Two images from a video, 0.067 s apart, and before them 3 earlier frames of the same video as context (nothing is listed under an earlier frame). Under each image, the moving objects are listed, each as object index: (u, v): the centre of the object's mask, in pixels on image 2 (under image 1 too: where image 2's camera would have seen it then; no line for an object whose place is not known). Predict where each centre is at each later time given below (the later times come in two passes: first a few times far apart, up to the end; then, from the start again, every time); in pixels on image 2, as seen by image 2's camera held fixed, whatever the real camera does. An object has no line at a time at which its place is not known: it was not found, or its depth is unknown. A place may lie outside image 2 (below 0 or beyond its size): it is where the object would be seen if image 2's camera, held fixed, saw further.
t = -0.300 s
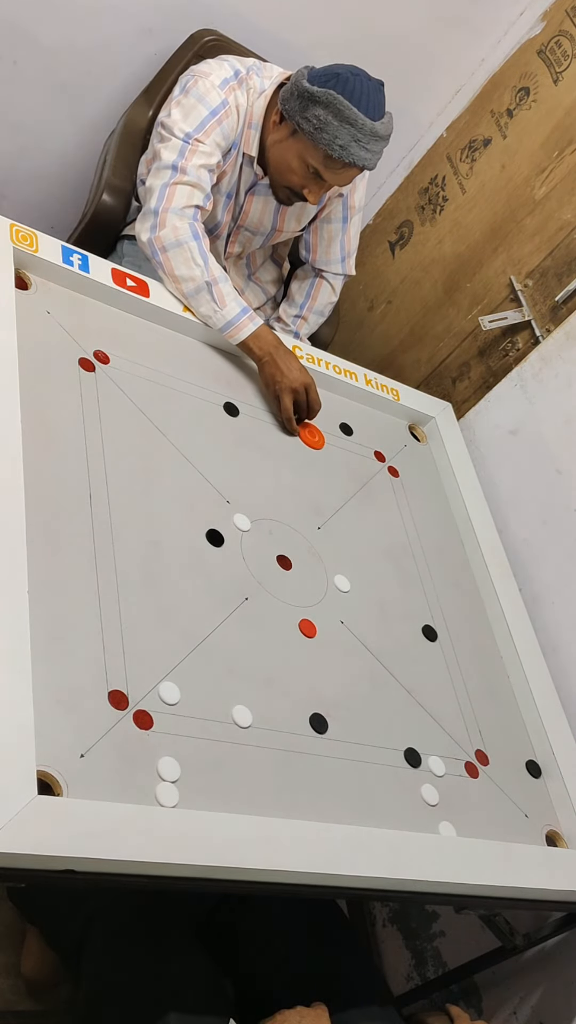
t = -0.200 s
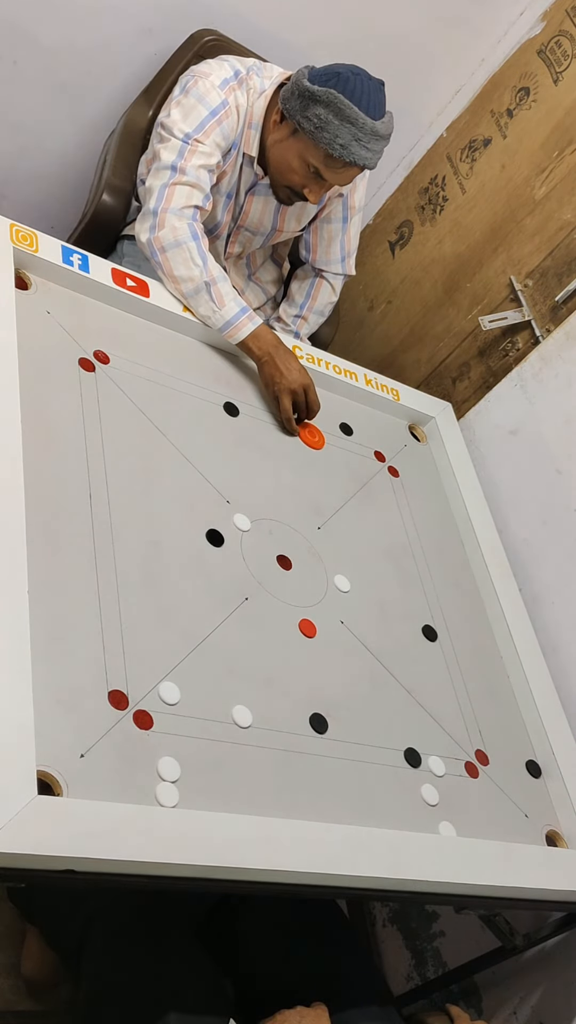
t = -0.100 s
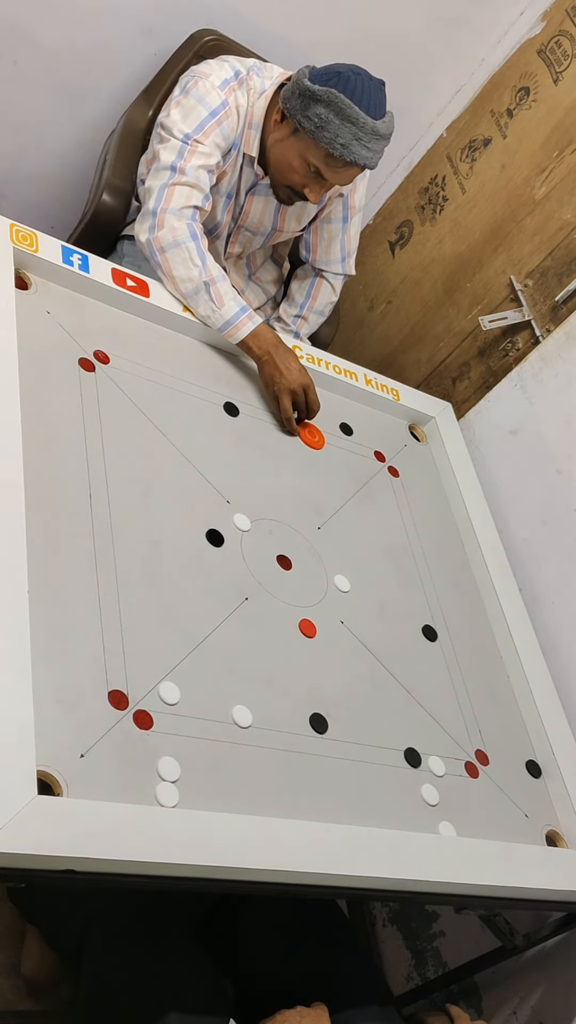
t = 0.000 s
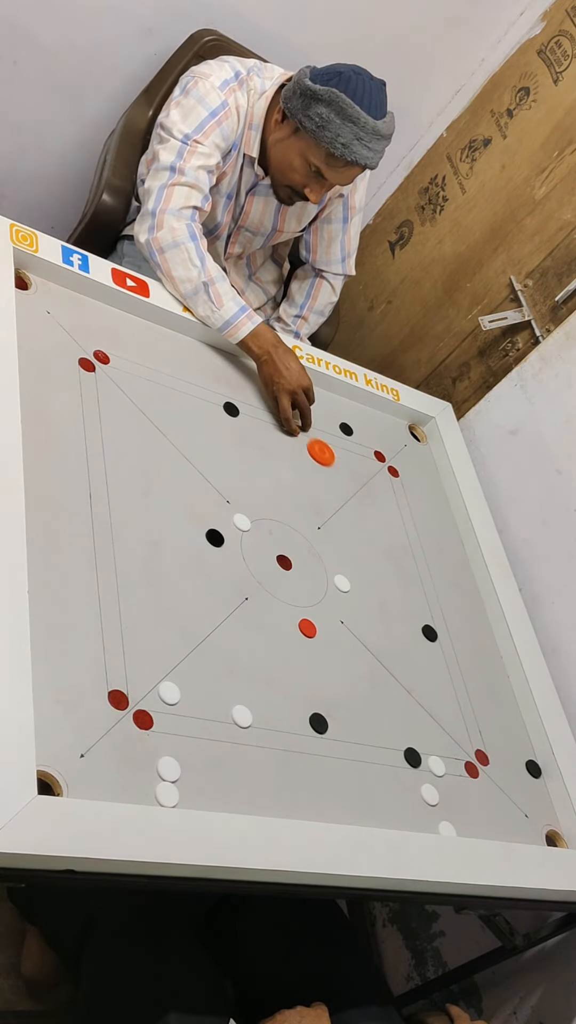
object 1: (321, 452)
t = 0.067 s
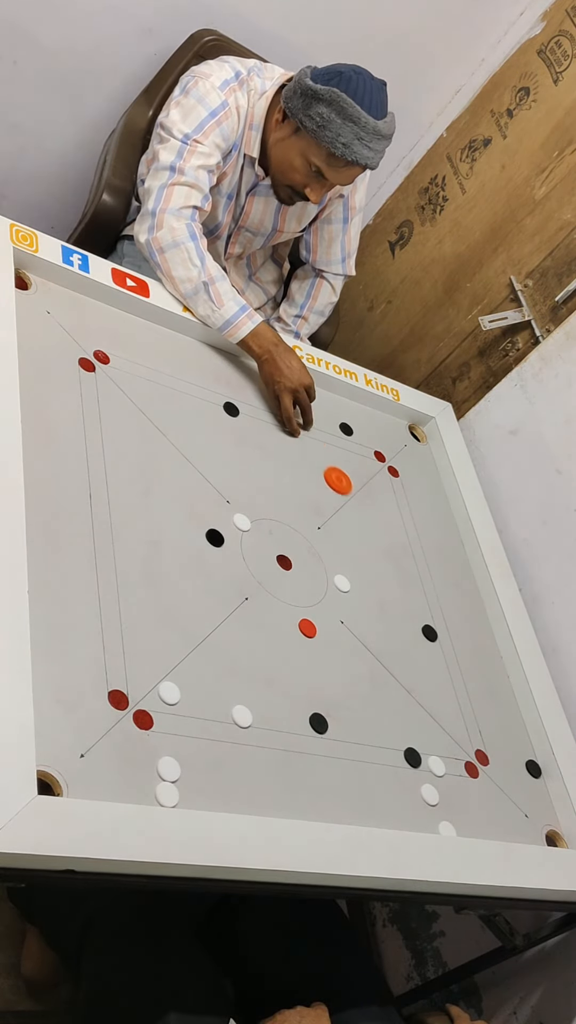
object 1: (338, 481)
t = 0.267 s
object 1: (388, 563)
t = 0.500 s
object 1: (435, 643)
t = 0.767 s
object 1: (473, 710)
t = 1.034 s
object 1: (505, 770)
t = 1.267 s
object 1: (529, 815)
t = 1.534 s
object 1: (541, 833)
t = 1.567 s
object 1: (542, 832)
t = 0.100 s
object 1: (346, 494)
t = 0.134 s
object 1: (354, 508)
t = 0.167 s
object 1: (363, 522)
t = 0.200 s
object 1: (371, 535)
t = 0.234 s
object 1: (380, 549)
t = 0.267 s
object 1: (388, 563)
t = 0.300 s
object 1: (396, 576)
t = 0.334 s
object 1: (404, 590)
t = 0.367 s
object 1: (412, 604)
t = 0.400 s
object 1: (419, 615)
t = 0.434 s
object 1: (424, 625)
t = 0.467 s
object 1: (430, 634)
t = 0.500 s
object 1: (435, 643)
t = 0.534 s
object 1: (440, 652)
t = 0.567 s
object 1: (445, 661)
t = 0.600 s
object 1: (450, 669)
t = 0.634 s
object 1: (454, 677)
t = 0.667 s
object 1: (459, 686)
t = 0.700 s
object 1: (464, 694)
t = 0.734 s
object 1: (468, 702)
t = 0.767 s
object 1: (473, 710)
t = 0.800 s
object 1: (477, 718)
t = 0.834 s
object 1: (481, 726)
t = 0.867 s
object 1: (485, 734)
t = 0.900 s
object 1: (489, 742)
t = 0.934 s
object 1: (494, 749)
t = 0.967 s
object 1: (498, 756)
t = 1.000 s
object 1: (502, 764)
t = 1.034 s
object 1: (505, 770)
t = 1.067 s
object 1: (509, 777)
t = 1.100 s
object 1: (513, 784)
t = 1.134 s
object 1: (516, 791)
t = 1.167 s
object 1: (520, 797)
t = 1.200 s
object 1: (523, 804)
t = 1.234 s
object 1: (526, 810)
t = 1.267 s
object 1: (529, 815)
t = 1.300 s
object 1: (532, 820)
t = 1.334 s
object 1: (535, 826)
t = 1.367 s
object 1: (537, 829)
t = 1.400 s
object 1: (539, 832)
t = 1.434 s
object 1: (540, 834)
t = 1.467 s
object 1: (541, 833)
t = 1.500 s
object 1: (541, 833)
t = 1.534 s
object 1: (541, 833)
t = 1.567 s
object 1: (542, 832)
